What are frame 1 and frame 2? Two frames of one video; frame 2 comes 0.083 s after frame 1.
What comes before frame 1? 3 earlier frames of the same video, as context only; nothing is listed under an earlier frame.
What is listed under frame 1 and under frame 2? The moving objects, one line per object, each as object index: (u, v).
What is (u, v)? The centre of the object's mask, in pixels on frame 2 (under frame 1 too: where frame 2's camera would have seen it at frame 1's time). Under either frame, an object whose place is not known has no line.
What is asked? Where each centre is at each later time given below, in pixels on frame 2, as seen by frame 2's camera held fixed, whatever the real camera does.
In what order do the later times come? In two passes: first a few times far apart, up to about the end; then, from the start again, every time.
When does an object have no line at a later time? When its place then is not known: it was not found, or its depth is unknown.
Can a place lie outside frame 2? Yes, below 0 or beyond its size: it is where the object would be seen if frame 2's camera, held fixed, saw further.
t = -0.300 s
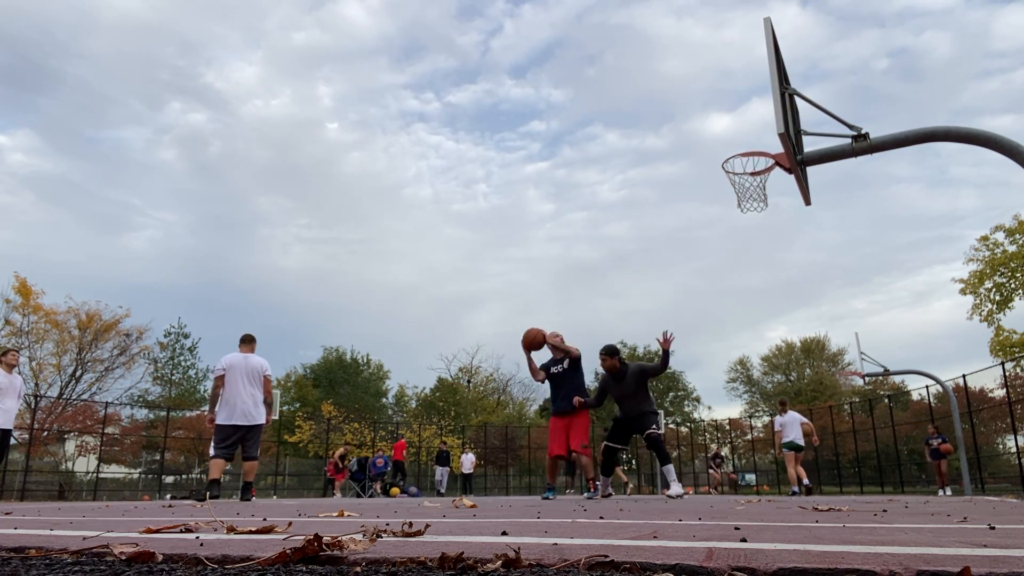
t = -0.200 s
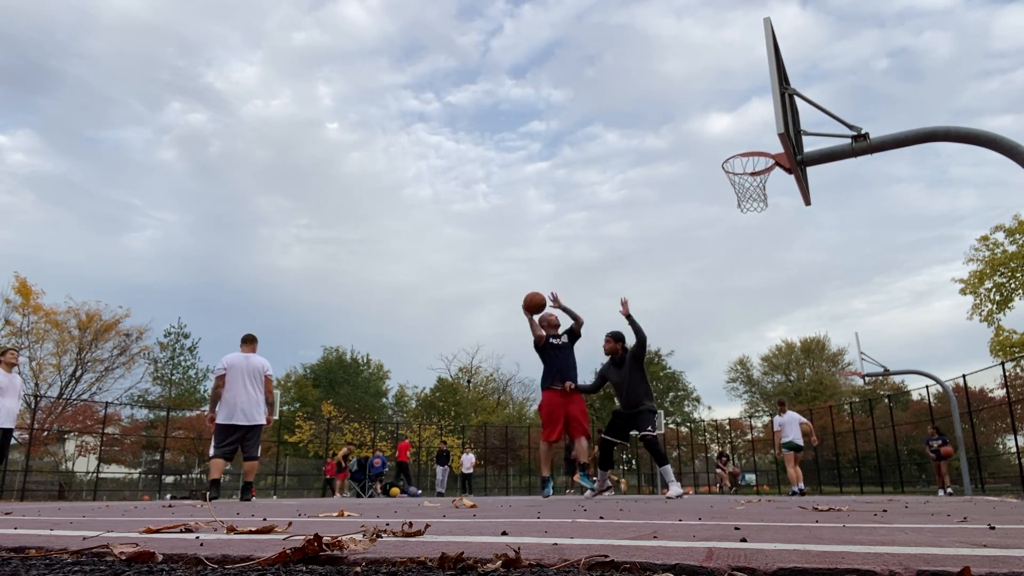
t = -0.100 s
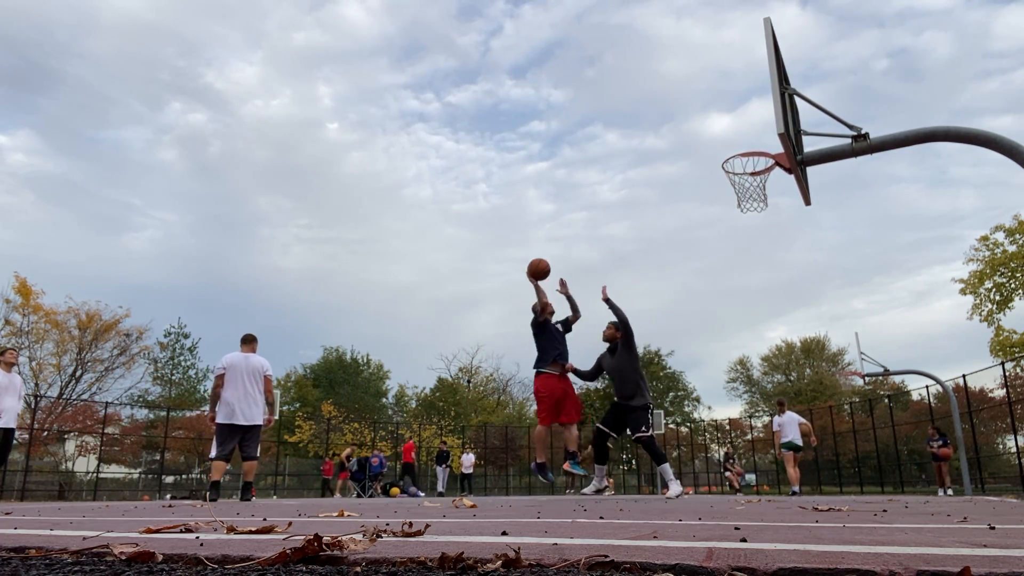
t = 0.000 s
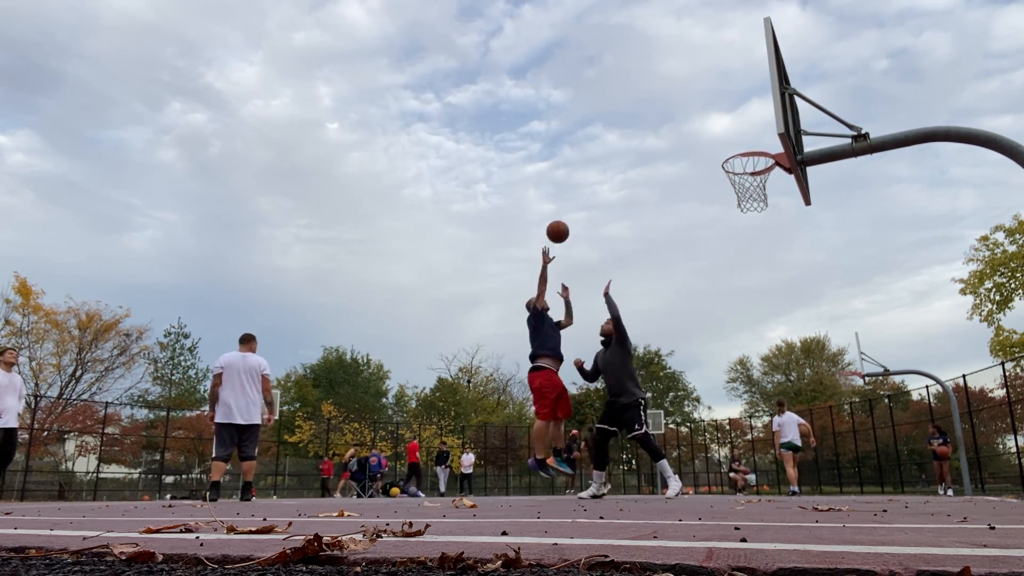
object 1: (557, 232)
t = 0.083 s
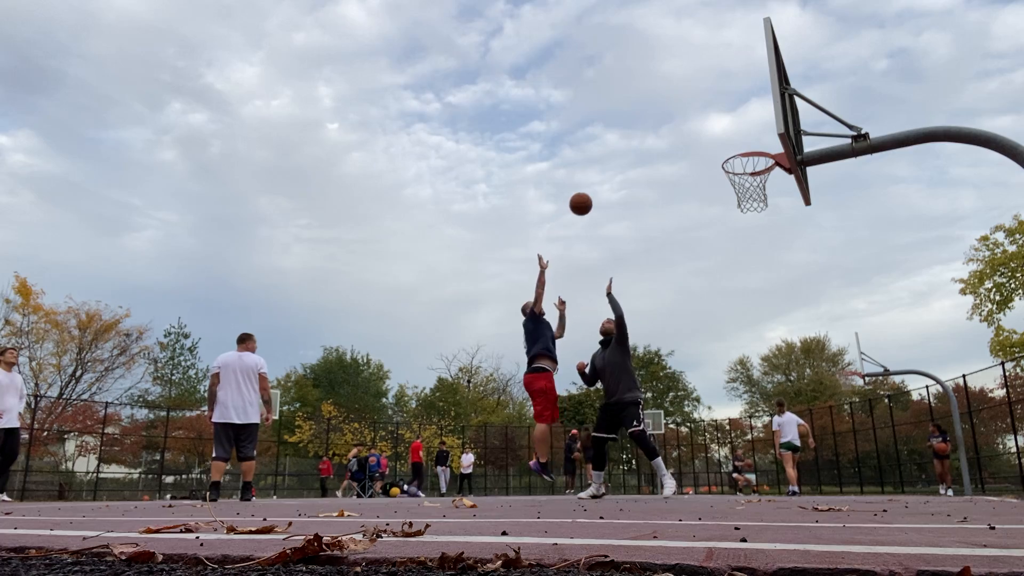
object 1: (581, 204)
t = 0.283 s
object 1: (638, 161)
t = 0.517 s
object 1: (712, 156)
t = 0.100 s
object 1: (585, 199)
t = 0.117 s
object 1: (590, 194)
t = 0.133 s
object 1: (595, 190)
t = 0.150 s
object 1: (599, 186)
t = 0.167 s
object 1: (604, 182)
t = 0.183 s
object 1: (609, 178)
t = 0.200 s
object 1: (614, 175)
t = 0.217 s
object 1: (619, 172)
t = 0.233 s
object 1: (624, 169)
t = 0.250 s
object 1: (628, 166)
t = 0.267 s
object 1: (633, 164)
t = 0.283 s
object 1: (638, 161)
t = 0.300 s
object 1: (643, 159)
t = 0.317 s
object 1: (648, 157)
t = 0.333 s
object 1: (654, 156)
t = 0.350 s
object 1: (659, 155)
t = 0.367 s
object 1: (664, 154)
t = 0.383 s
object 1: (669, 153)
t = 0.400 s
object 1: (674, 152)
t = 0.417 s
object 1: (679, 152)
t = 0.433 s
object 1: (685, 152)
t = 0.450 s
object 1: (690, 152)
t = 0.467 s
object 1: (696, 153)
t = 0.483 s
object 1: (701, 153)
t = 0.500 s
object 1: (707, 154)
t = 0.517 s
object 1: (712, 156)
